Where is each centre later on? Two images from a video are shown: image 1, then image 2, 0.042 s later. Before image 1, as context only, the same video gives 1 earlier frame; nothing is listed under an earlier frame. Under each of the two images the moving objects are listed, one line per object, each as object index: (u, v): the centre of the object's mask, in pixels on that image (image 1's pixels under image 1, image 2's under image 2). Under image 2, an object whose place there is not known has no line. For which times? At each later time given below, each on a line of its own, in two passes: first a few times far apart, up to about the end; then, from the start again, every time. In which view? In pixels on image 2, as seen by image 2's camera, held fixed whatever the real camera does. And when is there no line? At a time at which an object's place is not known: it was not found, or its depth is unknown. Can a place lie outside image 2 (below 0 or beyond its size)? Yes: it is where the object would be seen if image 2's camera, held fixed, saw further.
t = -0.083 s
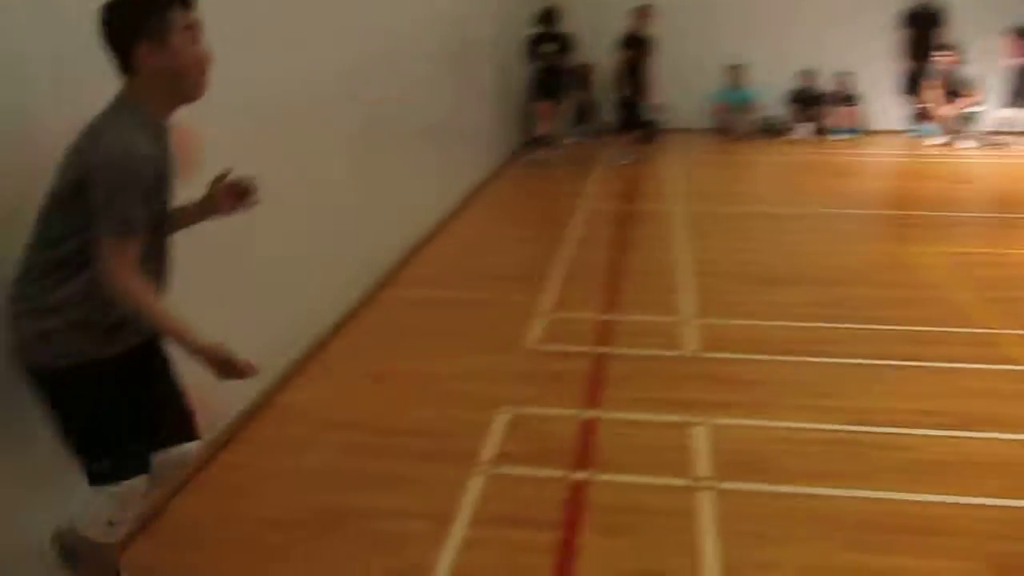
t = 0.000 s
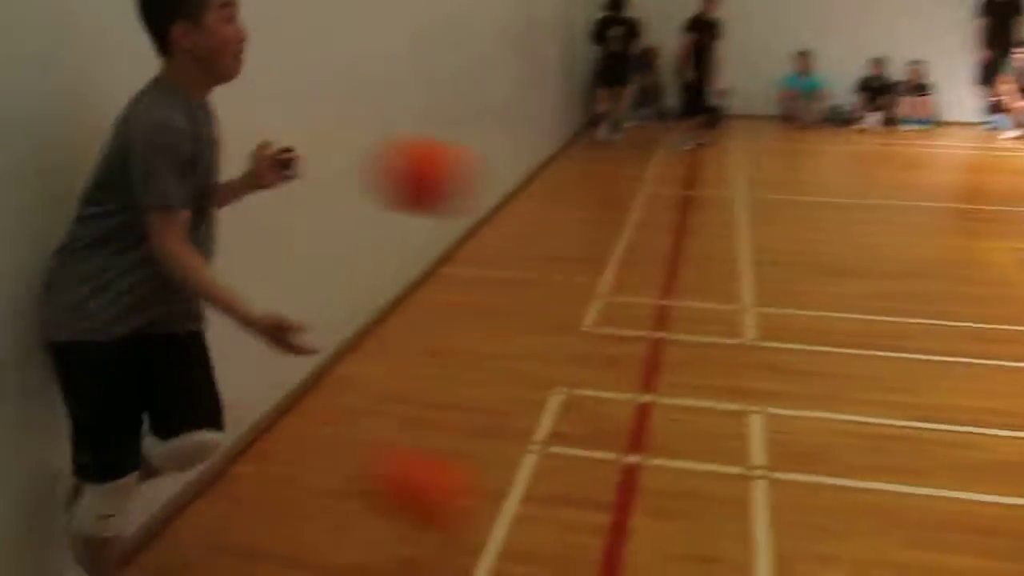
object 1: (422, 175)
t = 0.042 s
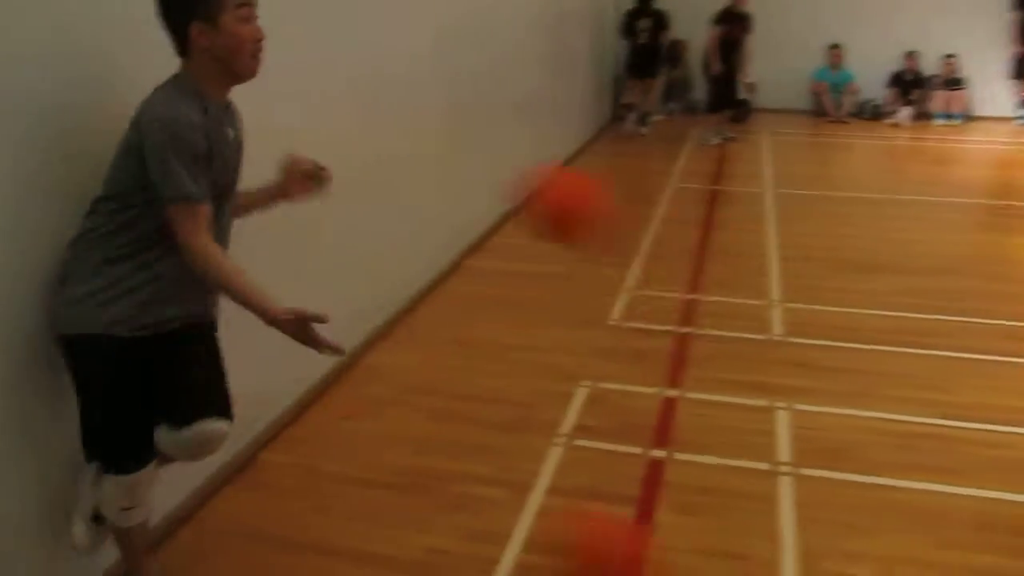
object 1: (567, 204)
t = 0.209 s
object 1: (601, 440)
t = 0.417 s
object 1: (496, 508)
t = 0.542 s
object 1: (449, 484)
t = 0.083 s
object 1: (694, 252)
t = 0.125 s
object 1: (670, 311)
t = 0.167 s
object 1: (635, 373)
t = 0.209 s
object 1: (601, 440)
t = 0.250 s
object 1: (569, 508)
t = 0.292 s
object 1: (537, 556)
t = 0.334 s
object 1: (524, 544)
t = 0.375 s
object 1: (511, 529)
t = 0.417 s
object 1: (496, 508)
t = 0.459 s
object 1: (481, 494)
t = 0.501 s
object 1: (466, 485)
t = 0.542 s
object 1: (449, 484)
